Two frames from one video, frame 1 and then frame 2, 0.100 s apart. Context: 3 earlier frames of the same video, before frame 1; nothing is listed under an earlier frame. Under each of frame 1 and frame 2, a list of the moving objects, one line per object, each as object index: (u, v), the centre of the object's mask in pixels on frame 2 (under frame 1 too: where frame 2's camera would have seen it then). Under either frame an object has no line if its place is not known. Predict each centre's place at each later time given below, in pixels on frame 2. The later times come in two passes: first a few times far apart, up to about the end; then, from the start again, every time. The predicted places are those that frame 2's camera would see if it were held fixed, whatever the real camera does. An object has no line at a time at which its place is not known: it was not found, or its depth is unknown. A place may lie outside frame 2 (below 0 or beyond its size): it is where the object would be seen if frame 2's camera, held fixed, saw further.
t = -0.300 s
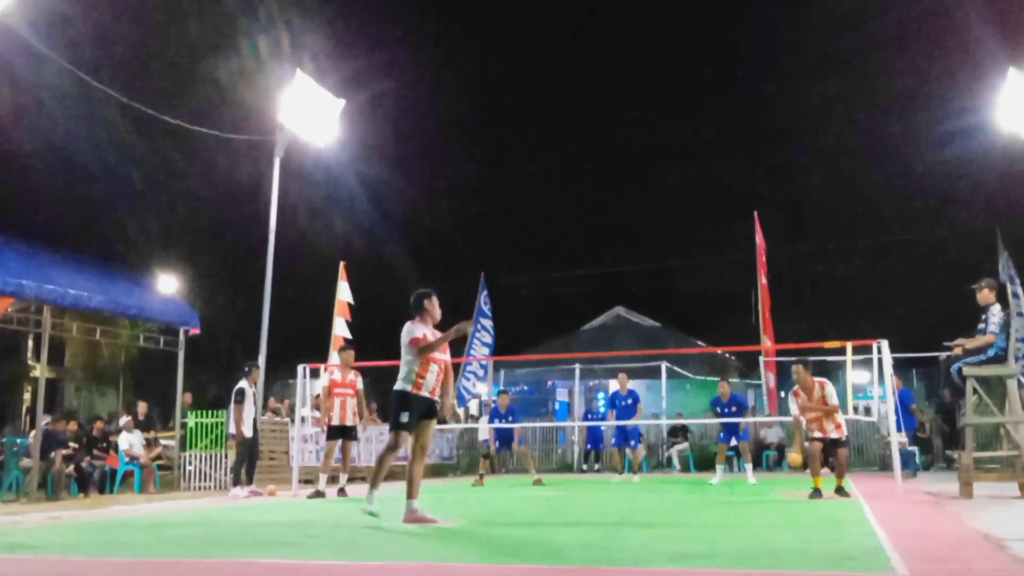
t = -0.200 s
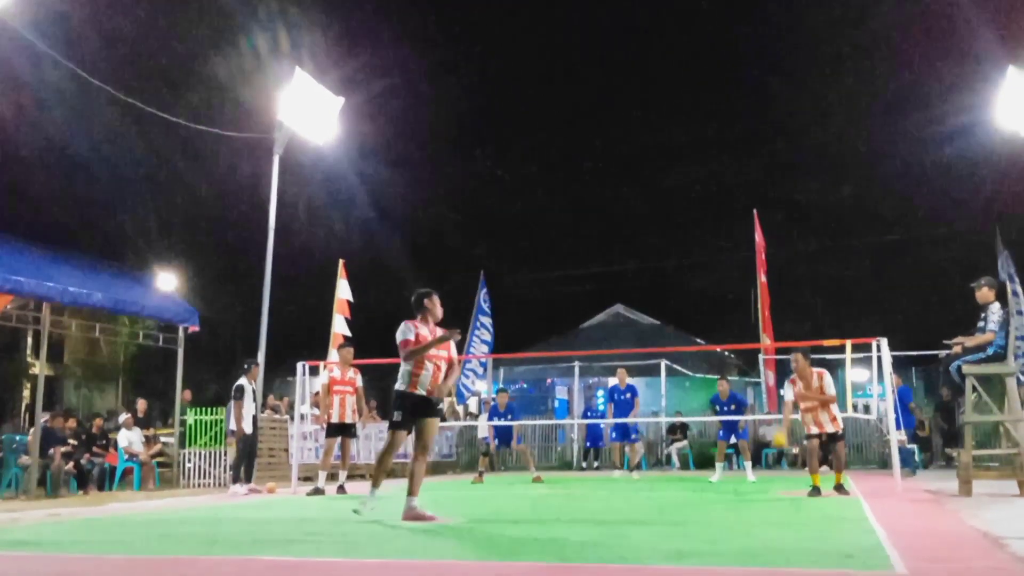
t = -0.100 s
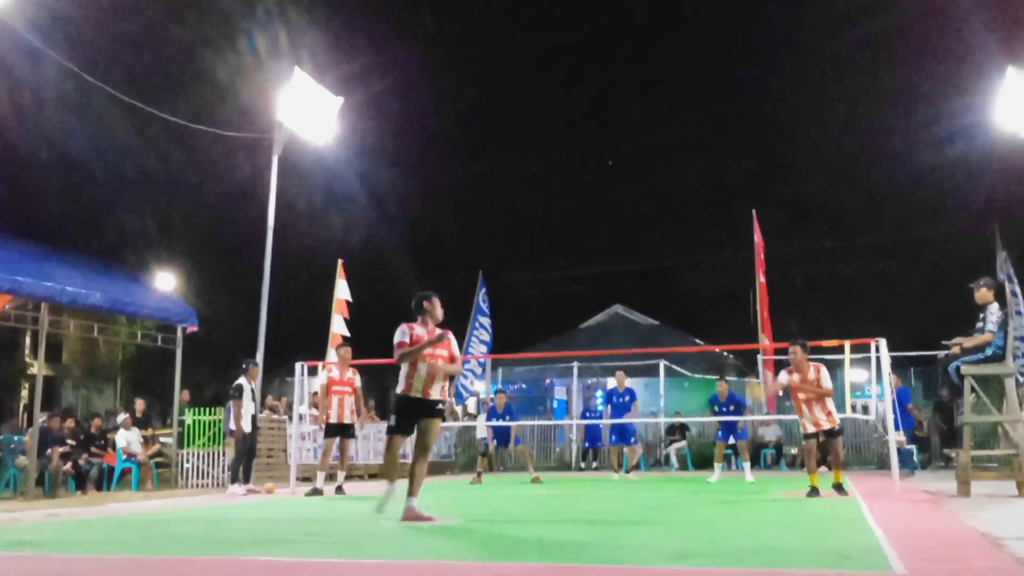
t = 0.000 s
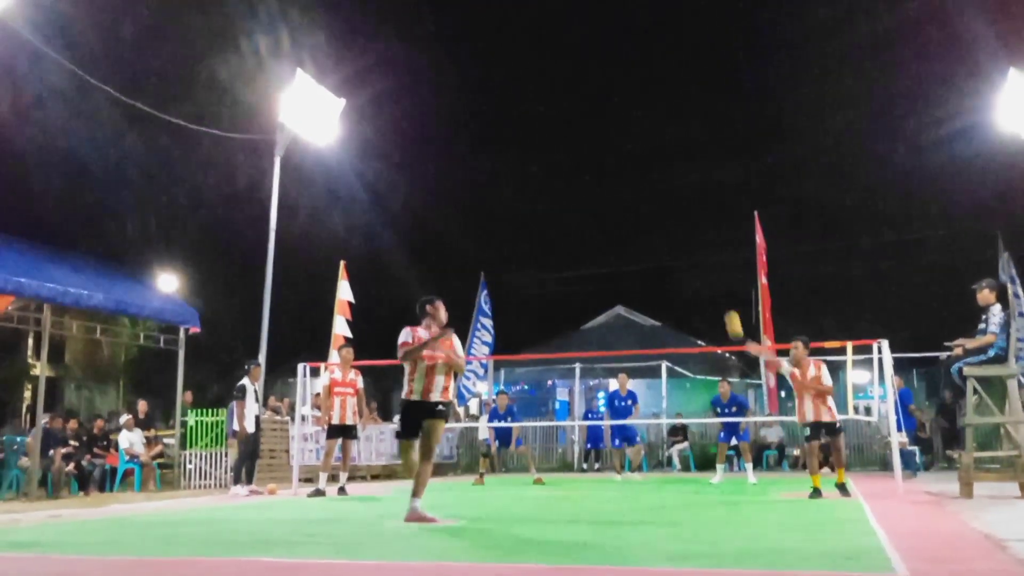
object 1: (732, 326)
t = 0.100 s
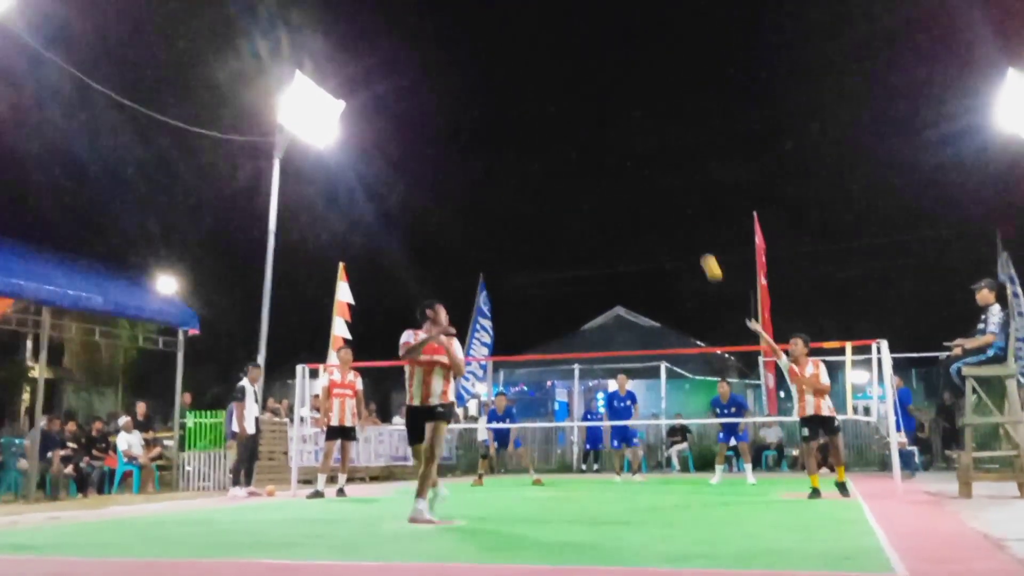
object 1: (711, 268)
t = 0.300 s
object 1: (668, 180)
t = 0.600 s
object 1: (602, 119)
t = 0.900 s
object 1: (531, 158)
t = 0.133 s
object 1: (704, 250)
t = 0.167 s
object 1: (696, 234)
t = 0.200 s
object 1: (689, 219)
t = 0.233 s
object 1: (682, 205)
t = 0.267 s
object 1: (675, 192)
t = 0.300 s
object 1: (668, 180)
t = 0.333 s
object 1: (660, 169)
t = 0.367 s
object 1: (653, 159)
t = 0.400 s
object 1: (646, 150)
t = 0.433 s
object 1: (639, 142)
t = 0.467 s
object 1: (631, 135)
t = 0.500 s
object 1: (624, 130)
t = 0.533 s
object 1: (618, 125)
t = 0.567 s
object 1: (610, 121)
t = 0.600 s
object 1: (602, 119)
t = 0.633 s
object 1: (594, 119)
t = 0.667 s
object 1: (587, 119)
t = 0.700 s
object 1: (578, 120)
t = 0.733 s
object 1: (572, 123)
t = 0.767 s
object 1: (565, 128)
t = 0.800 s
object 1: (557, 133)
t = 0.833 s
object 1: (549, 141)
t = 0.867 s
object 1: (540, 149)
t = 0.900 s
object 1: (531, 158)
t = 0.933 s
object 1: (524, 170)
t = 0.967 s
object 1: (516, 184)
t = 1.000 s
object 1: (507, 198)
